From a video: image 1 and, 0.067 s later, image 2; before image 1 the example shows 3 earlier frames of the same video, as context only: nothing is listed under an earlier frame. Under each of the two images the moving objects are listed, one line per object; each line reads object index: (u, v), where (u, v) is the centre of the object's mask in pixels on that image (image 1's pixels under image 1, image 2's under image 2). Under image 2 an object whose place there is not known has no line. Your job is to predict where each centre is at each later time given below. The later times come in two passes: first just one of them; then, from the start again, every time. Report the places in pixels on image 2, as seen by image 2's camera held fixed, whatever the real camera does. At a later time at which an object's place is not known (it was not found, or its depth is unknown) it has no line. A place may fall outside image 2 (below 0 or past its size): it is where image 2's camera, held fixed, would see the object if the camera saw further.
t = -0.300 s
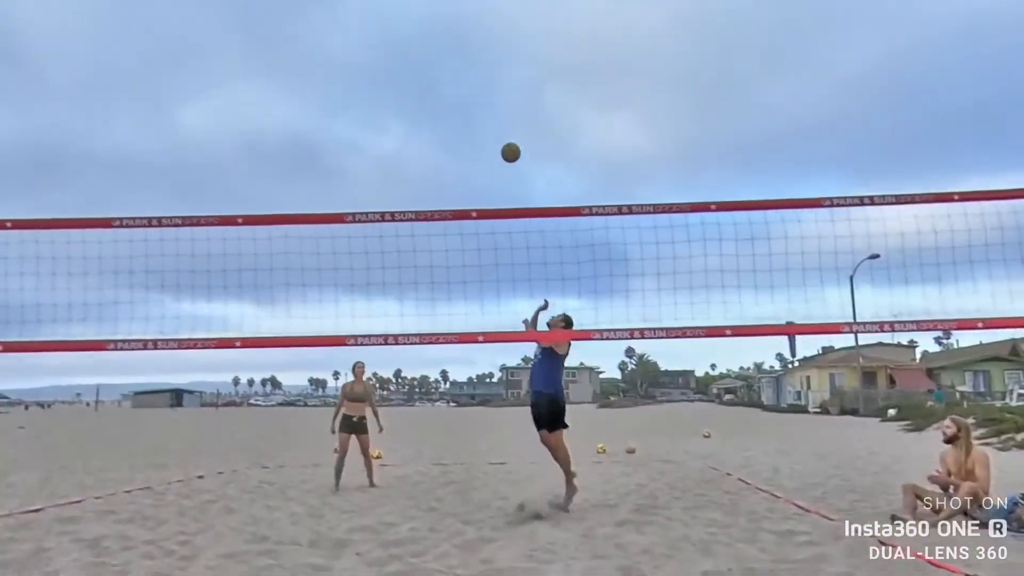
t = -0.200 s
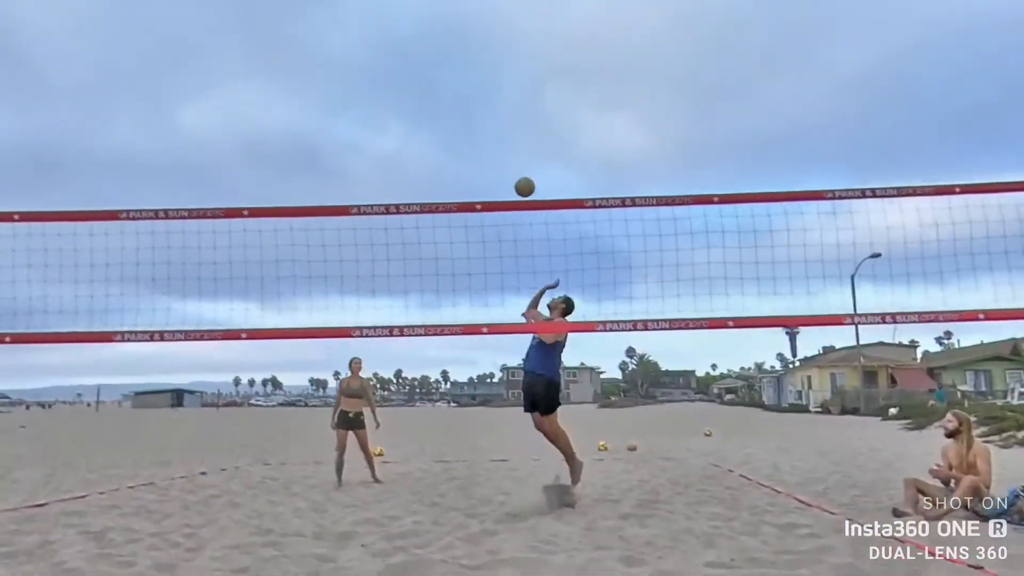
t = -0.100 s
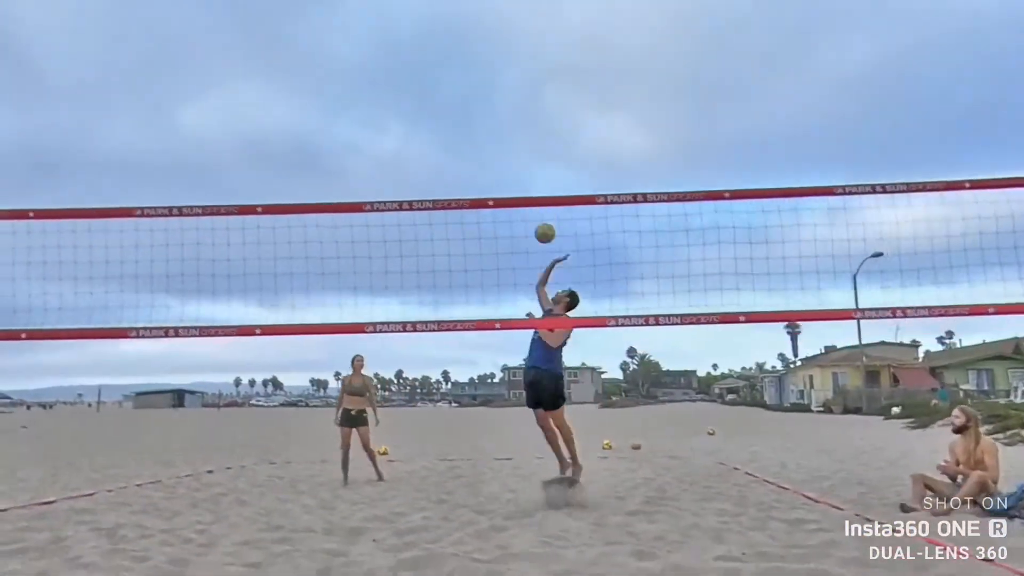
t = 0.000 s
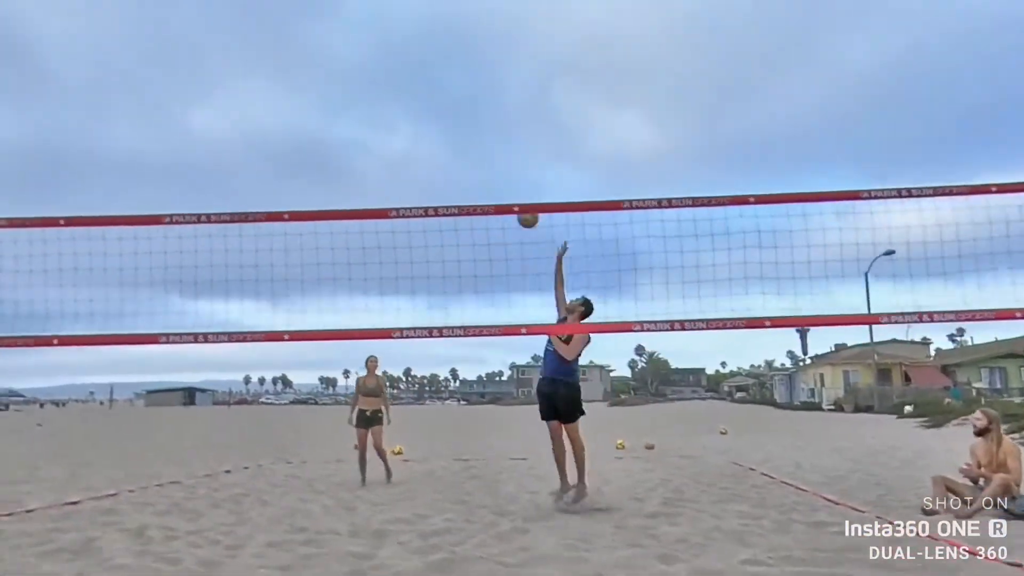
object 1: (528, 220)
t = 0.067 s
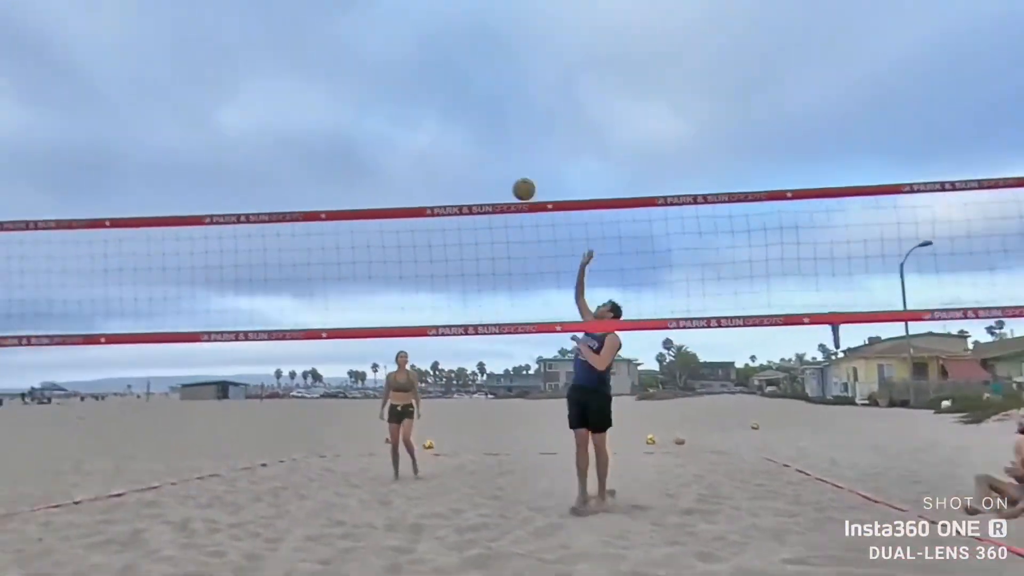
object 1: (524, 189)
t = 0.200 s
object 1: (446, 150)
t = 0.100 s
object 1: (506, 178)
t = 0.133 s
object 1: (486, 168)
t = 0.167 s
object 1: (467, 158)
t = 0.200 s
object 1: (446, 150)
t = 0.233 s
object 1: (425, 144)
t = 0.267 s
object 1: (403, 139)
